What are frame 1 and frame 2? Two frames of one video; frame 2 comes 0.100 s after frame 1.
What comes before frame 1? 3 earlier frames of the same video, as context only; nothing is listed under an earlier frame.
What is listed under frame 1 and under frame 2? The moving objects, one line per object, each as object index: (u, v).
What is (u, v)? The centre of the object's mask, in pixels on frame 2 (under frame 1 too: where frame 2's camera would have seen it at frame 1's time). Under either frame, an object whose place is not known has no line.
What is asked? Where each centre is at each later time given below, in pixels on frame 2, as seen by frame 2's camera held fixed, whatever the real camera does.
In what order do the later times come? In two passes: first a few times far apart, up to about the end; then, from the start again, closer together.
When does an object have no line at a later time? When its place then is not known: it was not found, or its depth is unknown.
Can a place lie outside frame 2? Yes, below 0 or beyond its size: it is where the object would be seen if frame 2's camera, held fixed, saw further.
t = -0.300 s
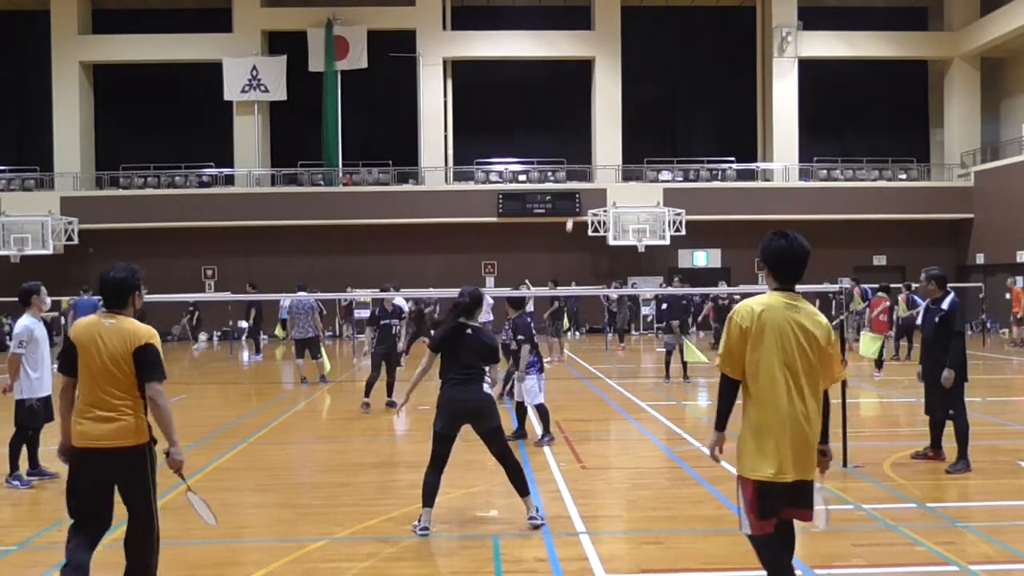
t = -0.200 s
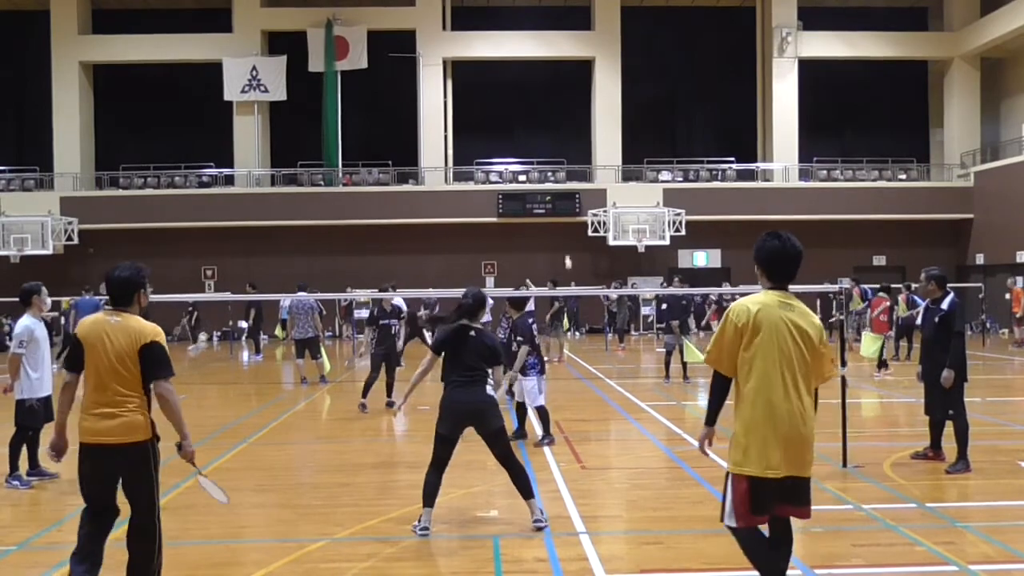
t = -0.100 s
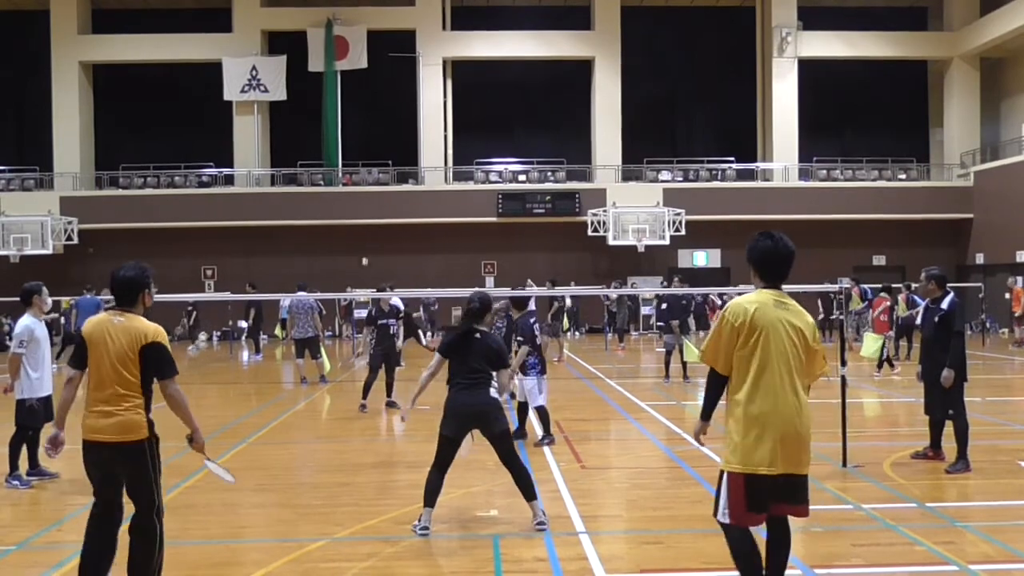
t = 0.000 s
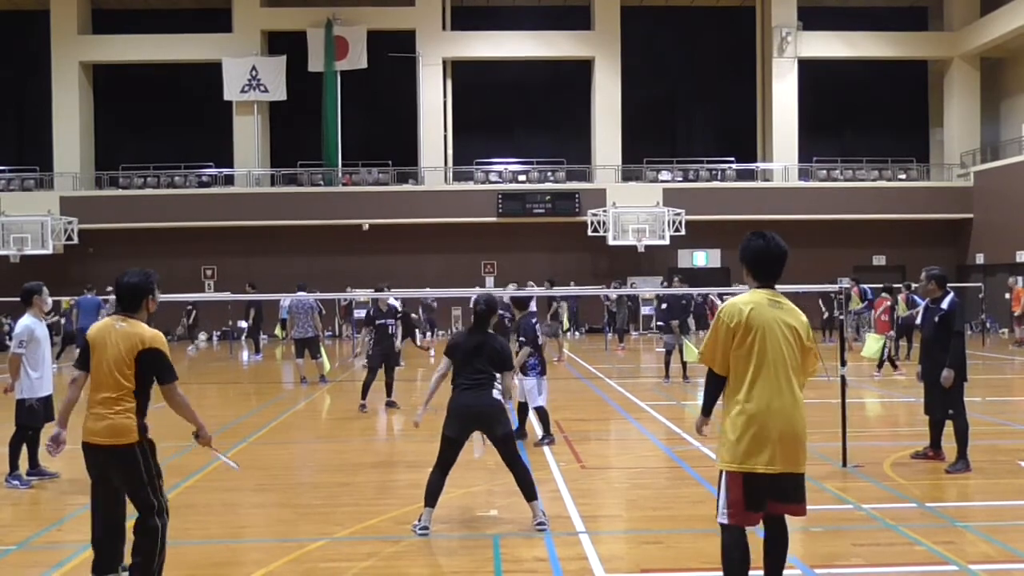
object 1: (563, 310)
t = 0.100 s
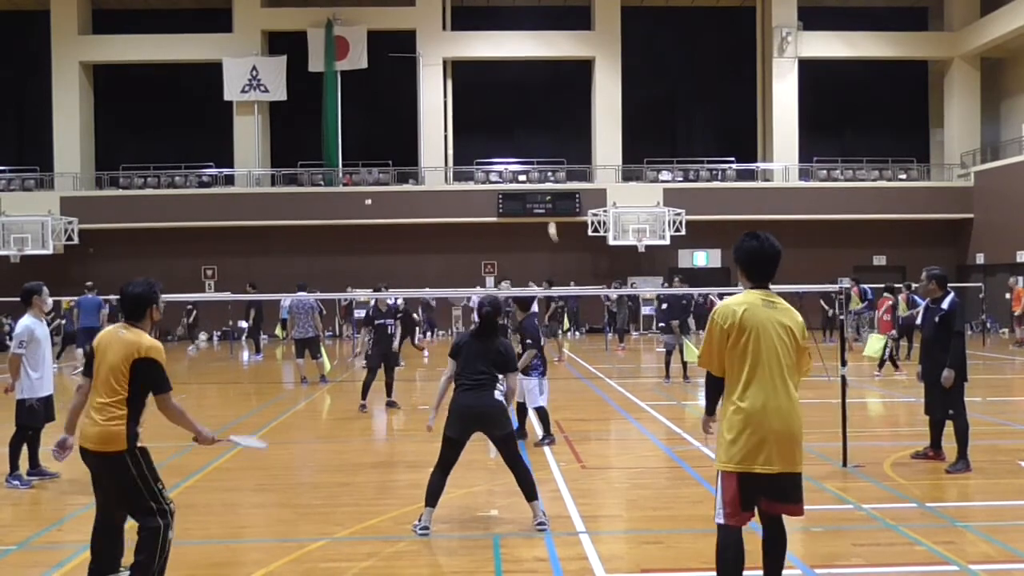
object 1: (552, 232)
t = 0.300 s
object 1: (533, 123)
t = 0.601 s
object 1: (501, 66)
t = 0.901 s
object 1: (470, 170)
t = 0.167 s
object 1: (545, 190)
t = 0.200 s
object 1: (542, 172)
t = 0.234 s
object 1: (538, 154)
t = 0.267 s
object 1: (534, 139)
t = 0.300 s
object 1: (533, 123)
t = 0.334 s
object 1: (530, 109)
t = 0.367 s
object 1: (527, 98)
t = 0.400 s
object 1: (524, 89)
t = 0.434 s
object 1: (520, 82)
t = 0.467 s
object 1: (514, 76)
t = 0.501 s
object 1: (509, 70)
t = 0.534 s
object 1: (506, 66)
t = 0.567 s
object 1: (504, 65)
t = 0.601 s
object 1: (501, 66)
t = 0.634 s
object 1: (499, 69)
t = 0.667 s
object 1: (497, 76)
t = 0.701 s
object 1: (493, 84)
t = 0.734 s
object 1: (489, 94)
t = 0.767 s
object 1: (485, 105)
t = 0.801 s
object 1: (481, 118)
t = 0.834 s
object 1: (477, 133)
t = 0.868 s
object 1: (473, 151)
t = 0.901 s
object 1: (470, 170)
